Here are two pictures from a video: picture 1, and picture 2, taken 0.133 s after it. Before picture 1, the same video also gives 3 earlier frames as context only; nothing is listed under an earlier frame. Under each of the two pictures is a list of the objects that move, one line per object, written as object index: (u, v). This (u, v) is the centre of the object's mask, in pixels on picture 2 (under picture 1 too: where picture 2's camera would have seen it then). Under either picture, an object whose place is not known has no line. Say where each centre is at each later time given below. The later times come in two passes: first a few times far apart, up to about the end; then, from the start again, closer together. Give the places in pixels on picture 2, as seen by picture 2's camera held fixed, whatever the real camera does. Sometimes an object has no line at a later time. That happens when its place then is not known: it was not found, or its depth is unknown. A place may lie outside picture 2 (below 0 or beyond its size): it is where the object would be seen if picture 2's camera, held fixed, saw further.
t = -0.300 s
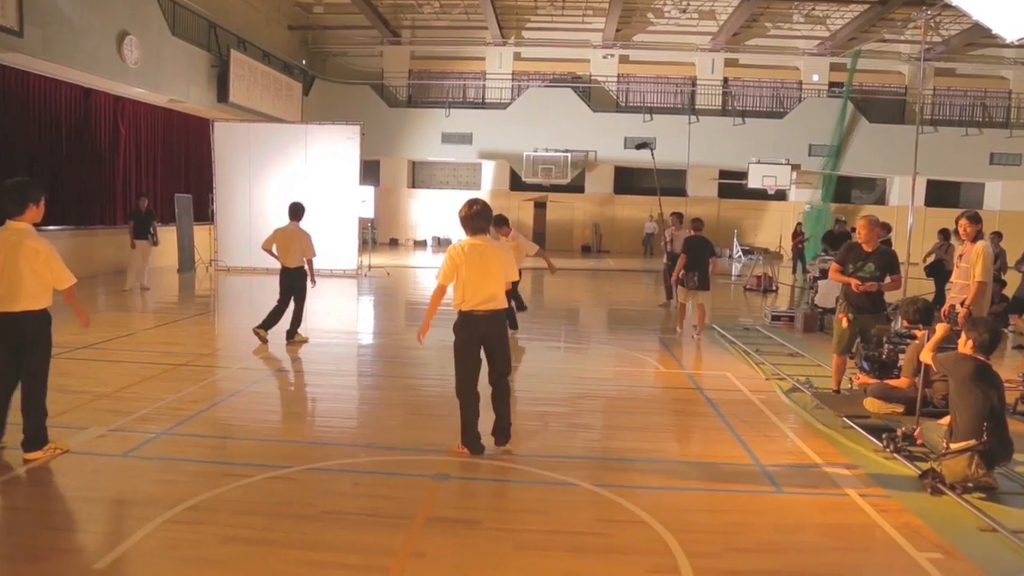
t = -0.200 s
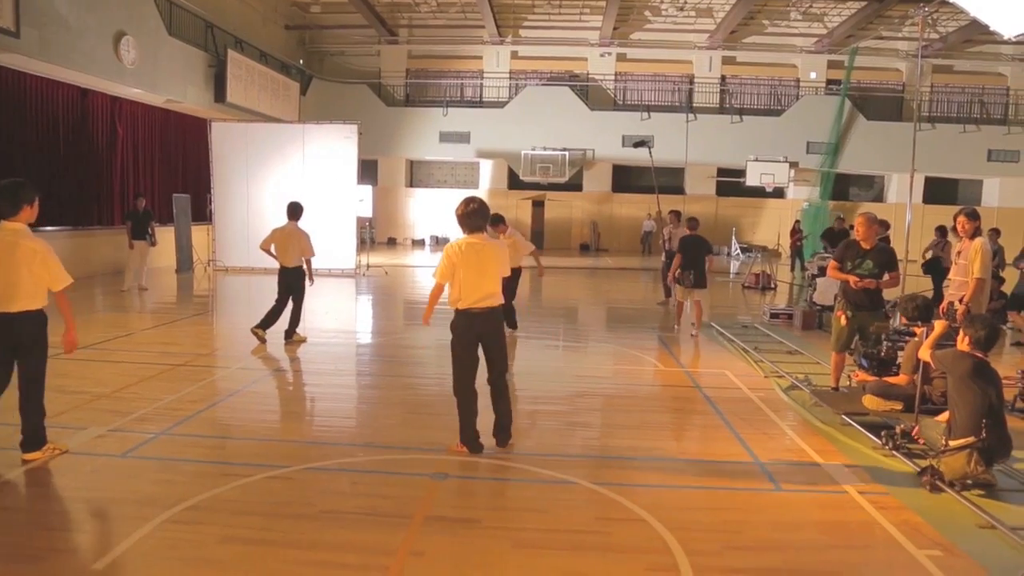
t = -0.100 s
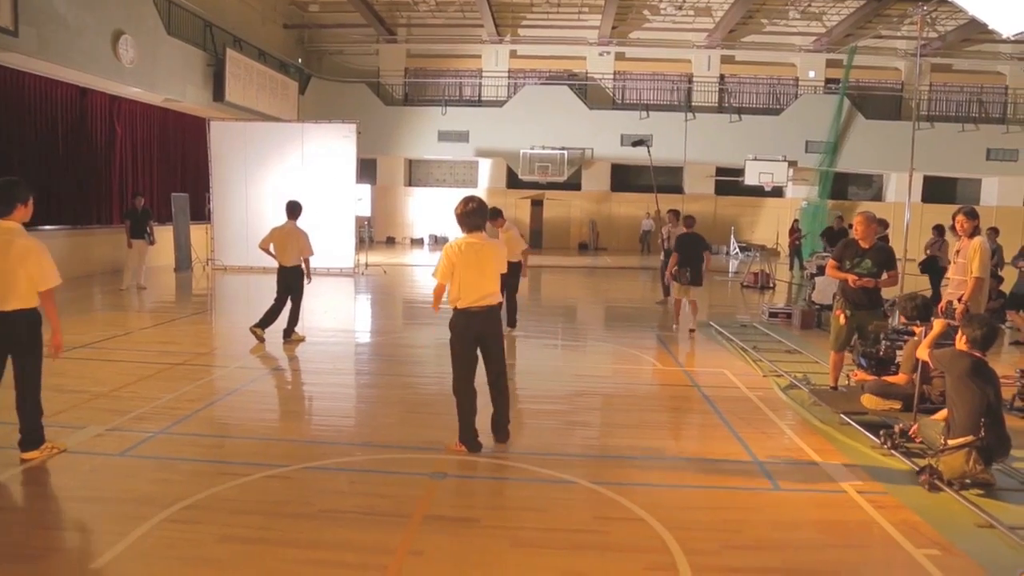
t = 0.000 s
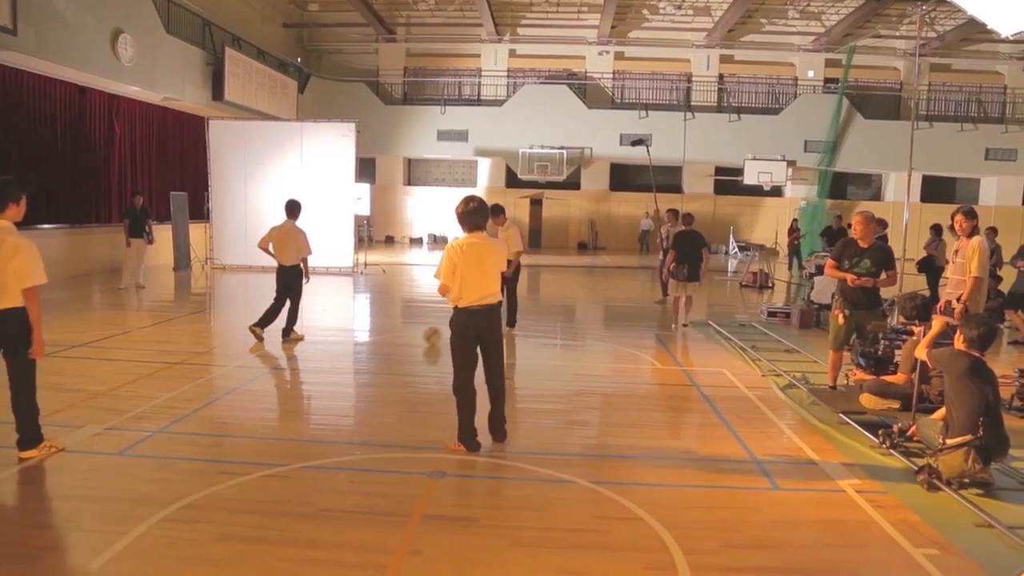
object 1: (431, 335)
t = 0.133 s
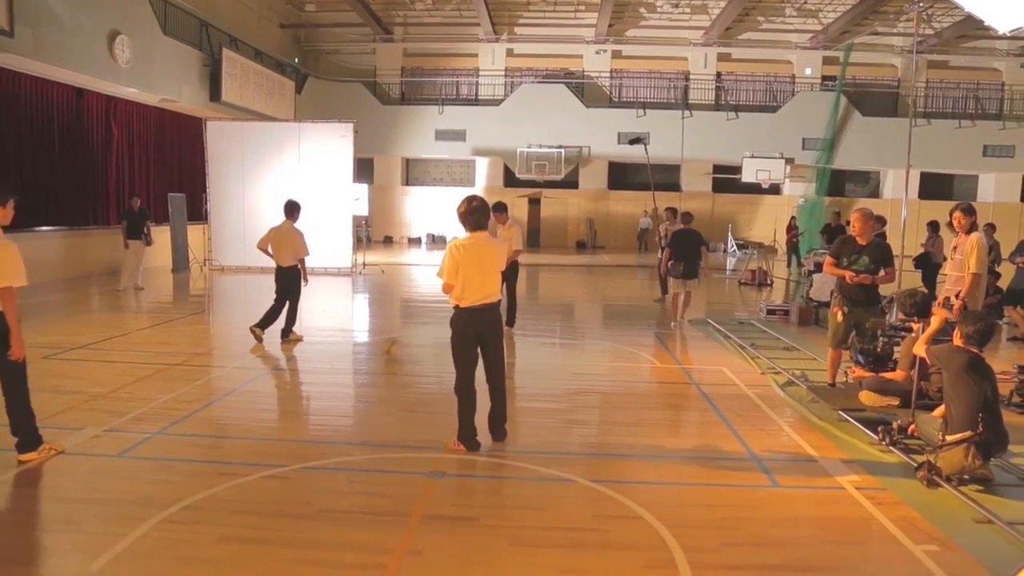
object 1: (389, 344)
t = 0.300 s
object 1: (341, 359)
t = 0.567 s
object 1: (248, 384)
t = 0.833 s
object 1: (118, 422)
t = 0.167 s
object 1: (379, 351)
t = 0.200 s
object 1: (371, 353)
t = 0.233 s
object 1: (361, 354)
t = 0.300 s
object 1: (341, 359)
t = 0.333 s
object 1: (331, 362)
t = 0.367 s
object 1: (321, 365)
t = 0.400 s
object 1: (310, 368)
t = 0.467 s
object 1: (287, 374)
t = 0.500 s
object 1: (273, 378)
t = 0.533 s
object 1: (262, 382)
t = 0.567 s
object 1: (248, 384)
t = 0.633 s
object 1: (221, 392)
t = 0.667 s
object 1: (205, 398)
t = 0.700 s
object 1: (187, 402)
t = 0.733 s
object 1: (173, 405)
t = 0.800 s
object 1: (136, 415)
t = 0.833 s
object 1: (118, 422)
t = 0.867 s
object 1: (101, 425)
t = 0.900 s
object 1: (81, 430)
